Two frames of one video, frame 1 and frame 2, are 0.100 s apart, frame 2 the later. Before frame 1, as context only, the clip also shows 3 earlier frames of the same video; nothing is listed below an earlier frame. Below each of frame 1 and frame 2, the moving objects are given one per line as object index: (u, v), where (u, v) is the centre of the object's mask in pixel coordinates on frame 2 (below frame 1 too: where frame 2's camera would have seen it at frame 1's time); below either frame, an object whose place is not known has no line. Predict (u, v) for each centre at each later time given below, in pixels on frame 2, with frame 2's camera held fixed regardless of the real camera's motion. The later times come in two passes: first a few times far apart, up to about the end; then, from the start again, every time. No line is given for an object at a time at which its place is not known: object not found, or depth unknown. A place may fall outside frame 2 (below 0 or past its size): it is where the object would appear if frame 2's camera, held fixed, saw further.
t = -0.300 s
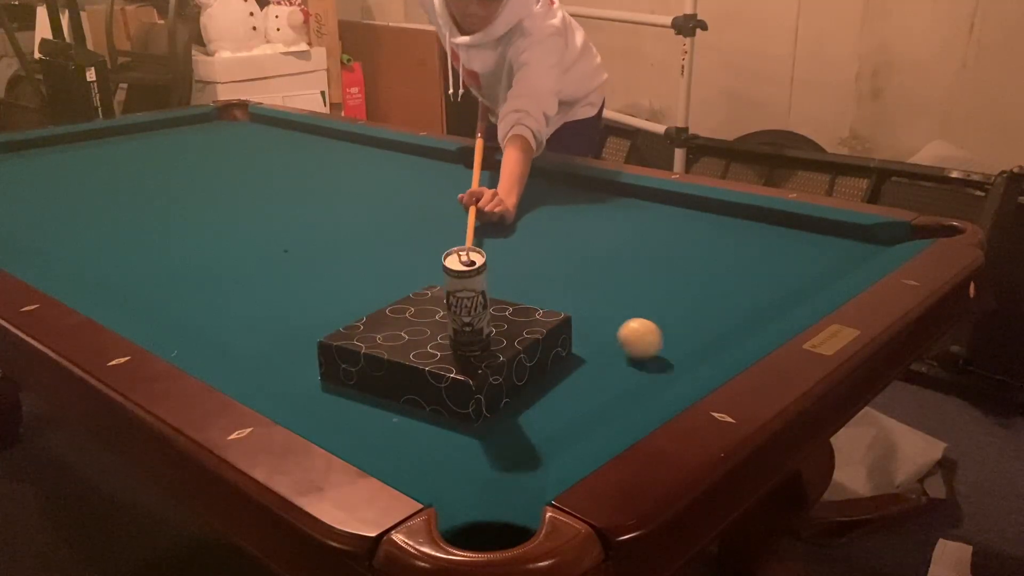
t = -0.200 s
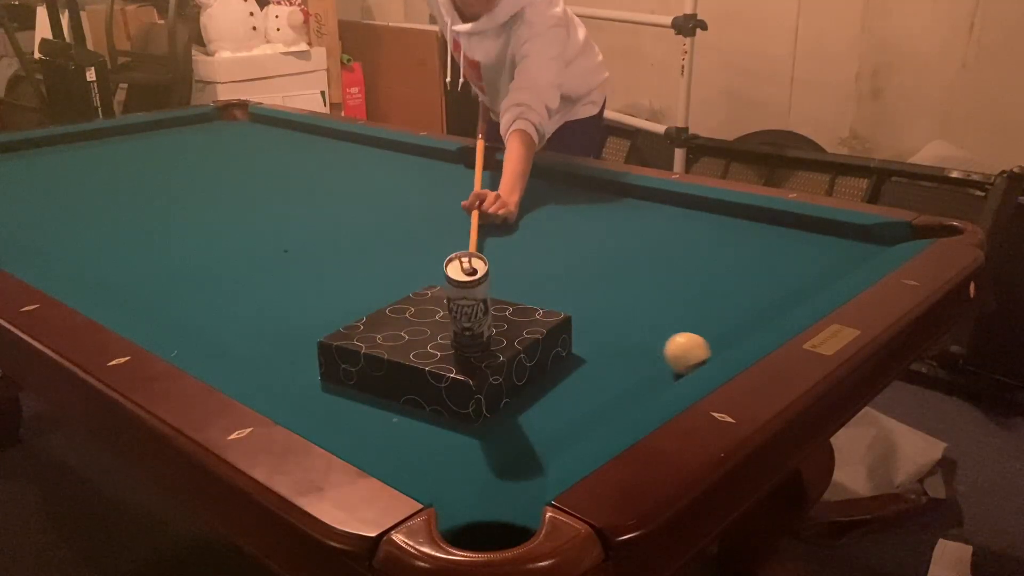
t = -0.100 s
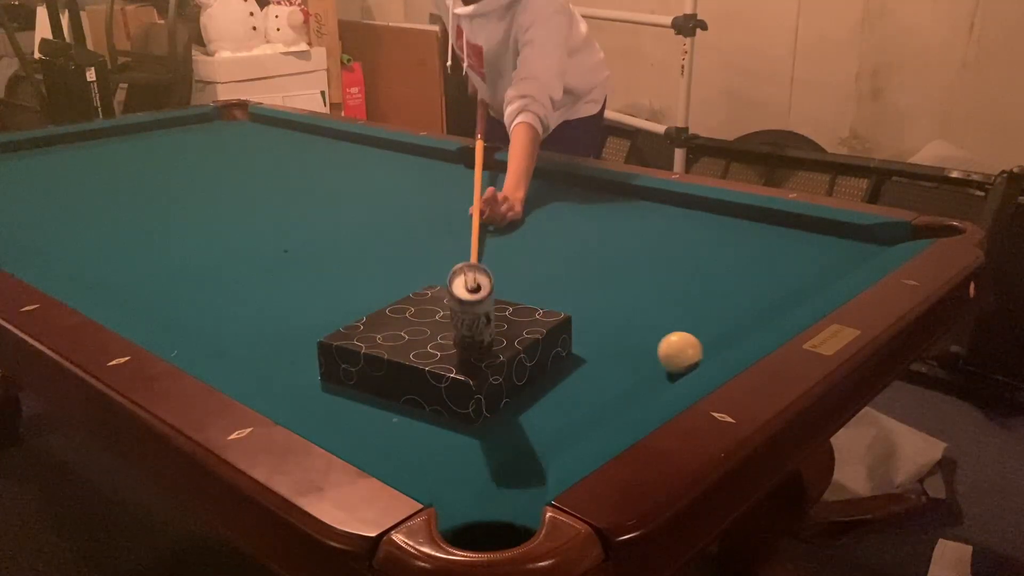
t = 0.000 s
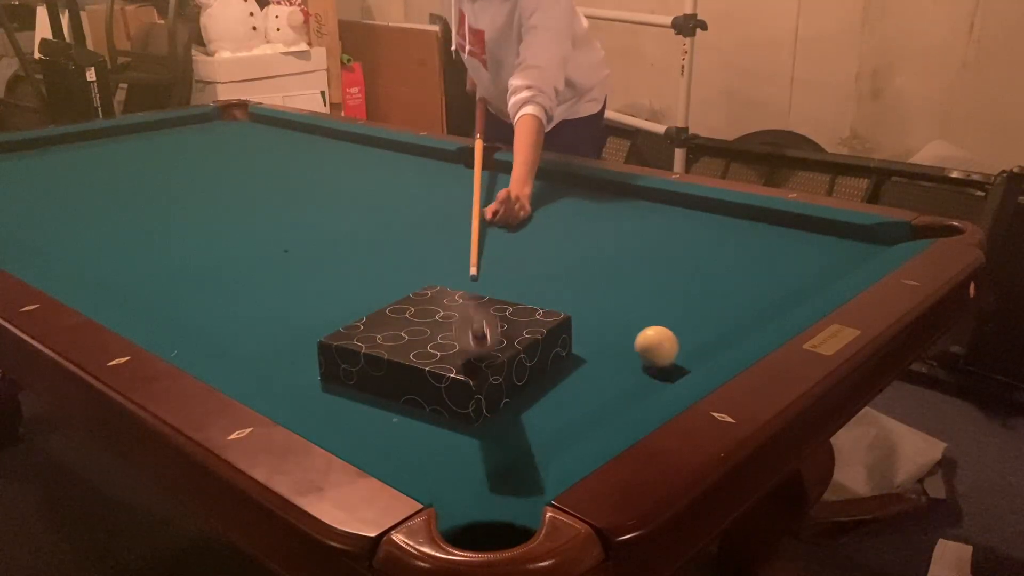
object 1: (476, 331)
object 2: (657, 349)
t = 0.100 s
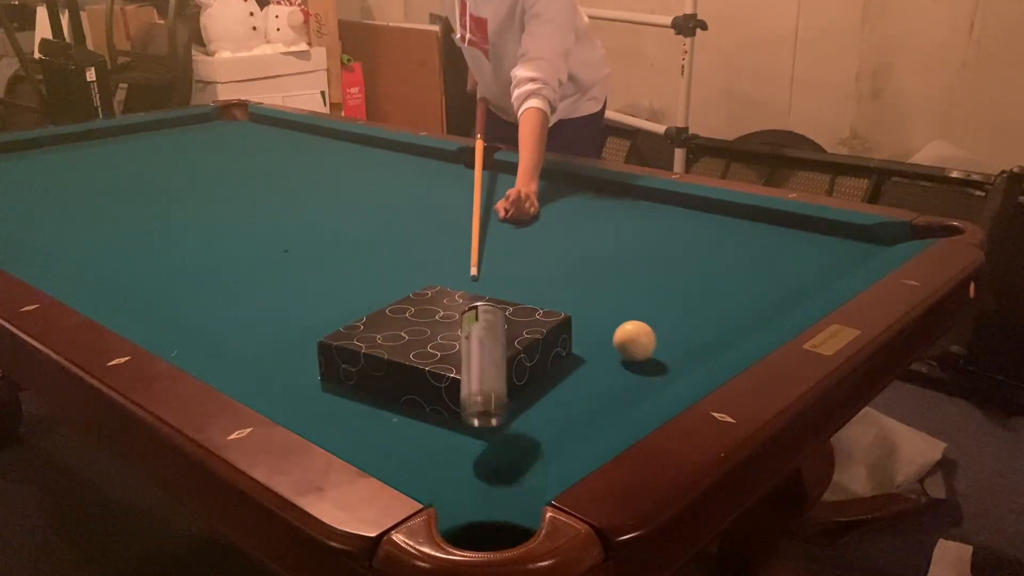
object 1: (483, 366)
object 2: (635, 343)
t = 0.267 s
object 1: (499, 407)
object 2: (601, 334)
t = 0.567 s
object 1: (489, 499)
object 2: (569, 313)
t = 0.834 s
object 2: (540, 300)
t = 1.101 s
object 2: (518, 294)
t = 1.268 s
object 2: (506, 291)
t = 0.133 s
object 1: (486, 375)
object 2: (628, 340)
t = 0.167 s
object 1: (489, 383)
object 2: (620, 338)
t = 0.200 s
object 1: (492, 386)
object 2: (614, 336)
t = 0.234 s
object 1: (496, 396)
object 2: (607, 334)
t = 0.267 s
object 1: (499, 407)
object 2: (601, 334)
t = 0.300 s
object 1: (505, 428)
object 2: (595, 331)
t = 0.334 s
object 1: (508, 463)
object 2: (590, 329)
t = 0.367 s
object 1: (508, 478)
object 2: (586, 327)
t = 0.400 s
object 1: (504, 468)
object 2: (584, 325)
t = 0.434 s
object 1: (497, 464)
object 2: (581, 323)
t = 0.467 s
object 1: (491, 472)
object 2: (578, 321)
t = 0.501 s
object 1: (485, 490)
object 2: (575, 319)
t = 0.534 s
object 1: (484, 498)
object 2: (572, 316)
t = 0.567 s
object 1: (489, 499)
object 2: (569, 313)
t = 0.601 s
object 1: (490, 498)
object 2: (565, 310)
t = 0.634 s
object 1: (492, 508)
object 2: (560, 308)
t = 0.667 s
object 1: (492, 516)
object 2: (556, 306)
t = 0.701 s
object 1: (490, 540)
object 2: (552, 304)
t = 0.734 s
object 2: (549, 303)
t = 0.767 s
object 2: (546, 302)
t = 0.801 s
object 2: (543, 301)
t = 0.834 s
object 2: (540, 300)
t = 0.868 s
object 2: (537, 299)
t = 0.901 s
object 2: (534, 298)
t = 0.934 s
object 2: (531, 298)
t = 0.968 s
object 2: (528, 297)
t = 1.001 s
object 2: (526, 296)
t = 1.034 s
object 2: (523, 295)
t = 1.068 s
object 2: (521, 295)
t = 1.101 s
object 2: (518, 294)
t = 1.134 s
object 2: (516, 293)
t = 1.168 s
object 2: (513, 293)
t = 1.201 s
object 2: (511, 292)
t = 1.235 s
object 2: (508, 291)
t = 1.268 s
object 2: (506, 291)
